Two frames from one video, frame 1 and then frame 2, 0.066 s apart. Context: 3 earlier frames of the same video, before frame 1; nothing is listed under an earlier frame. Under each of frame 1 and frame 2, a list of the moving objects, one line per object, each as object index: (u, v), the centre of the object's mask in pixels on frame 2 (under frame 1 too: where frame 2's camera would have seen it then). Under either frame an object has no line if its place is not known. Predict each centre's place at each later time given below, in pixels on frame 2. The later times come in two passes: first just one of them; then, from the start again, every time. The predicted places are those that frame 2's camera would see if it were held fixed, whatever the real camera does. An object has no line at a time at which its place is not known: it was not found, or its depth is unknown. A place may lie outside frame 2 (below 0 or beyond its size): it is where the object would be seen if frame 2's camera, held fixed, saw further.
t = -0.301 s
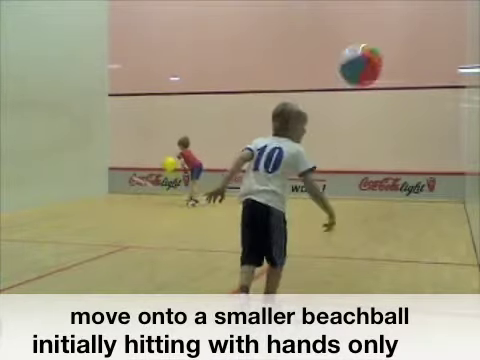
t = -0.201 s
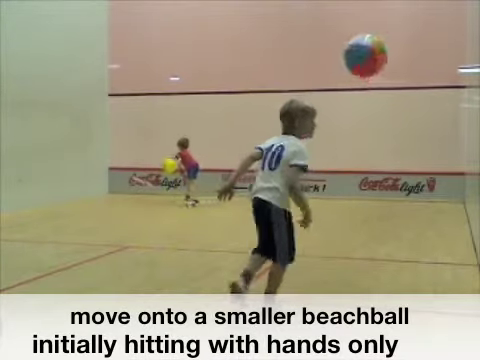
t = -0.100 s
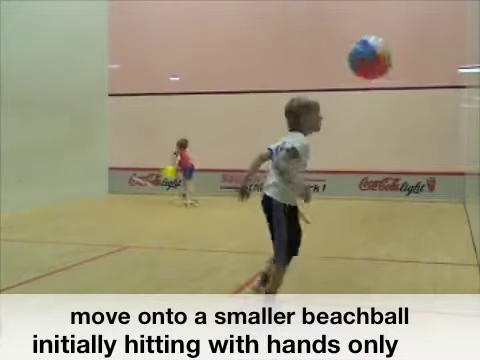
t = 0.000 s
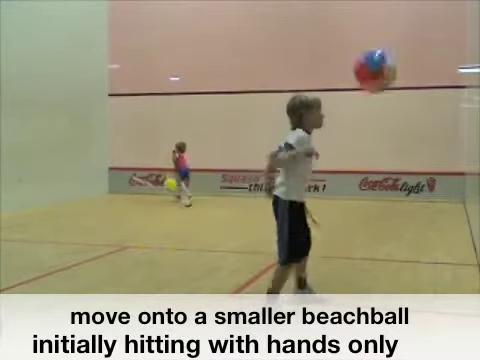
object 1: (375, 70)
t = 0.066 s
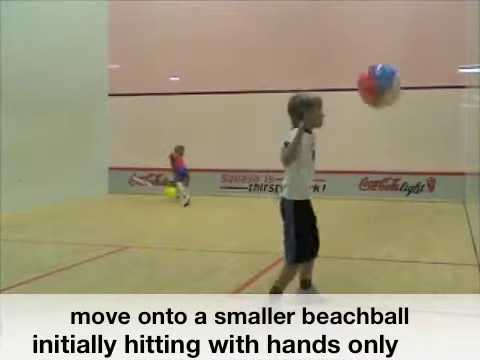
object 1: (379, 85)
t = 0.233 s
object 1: (386, 143)
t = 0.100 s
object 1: (381, 94)
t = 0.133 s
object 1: (382, 105)
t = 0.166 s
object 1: (384, 117)
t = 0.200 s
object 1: (386, 130)
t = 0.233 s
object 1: (386, 143)
